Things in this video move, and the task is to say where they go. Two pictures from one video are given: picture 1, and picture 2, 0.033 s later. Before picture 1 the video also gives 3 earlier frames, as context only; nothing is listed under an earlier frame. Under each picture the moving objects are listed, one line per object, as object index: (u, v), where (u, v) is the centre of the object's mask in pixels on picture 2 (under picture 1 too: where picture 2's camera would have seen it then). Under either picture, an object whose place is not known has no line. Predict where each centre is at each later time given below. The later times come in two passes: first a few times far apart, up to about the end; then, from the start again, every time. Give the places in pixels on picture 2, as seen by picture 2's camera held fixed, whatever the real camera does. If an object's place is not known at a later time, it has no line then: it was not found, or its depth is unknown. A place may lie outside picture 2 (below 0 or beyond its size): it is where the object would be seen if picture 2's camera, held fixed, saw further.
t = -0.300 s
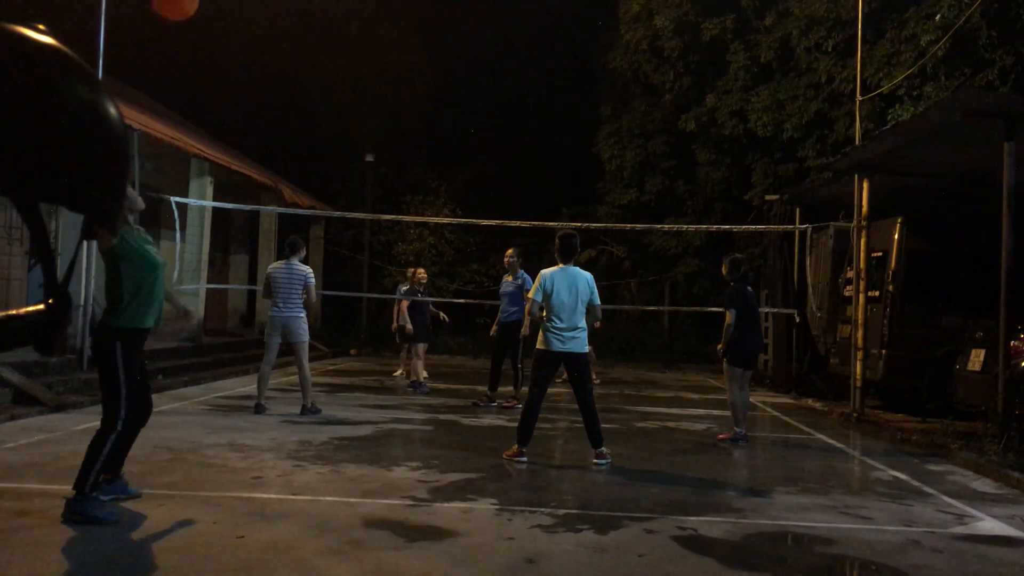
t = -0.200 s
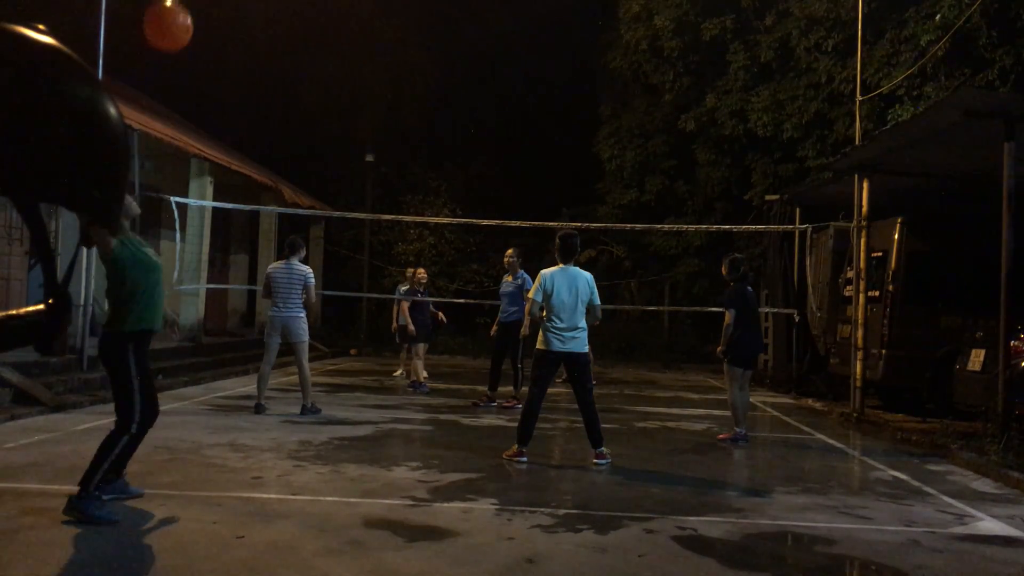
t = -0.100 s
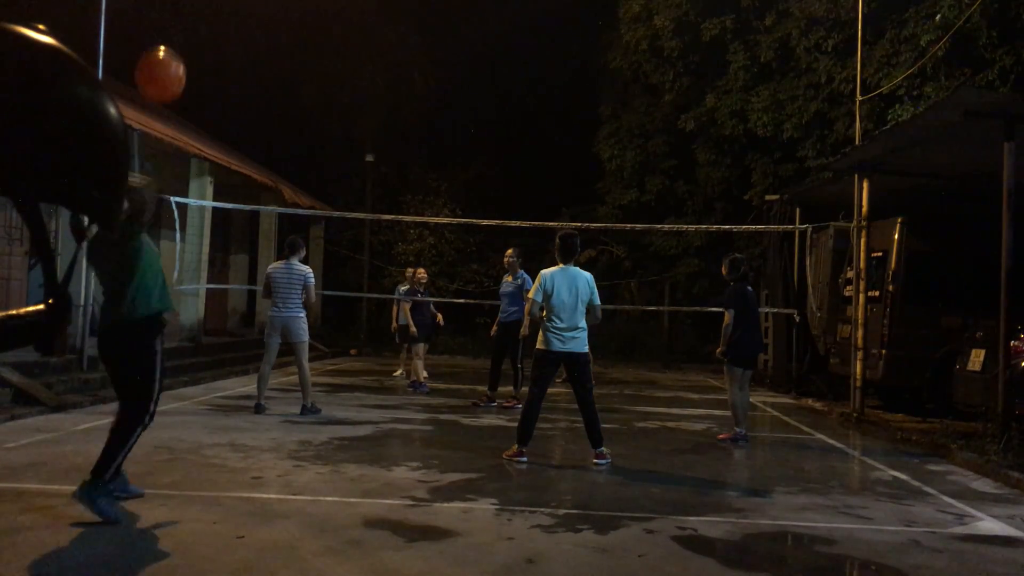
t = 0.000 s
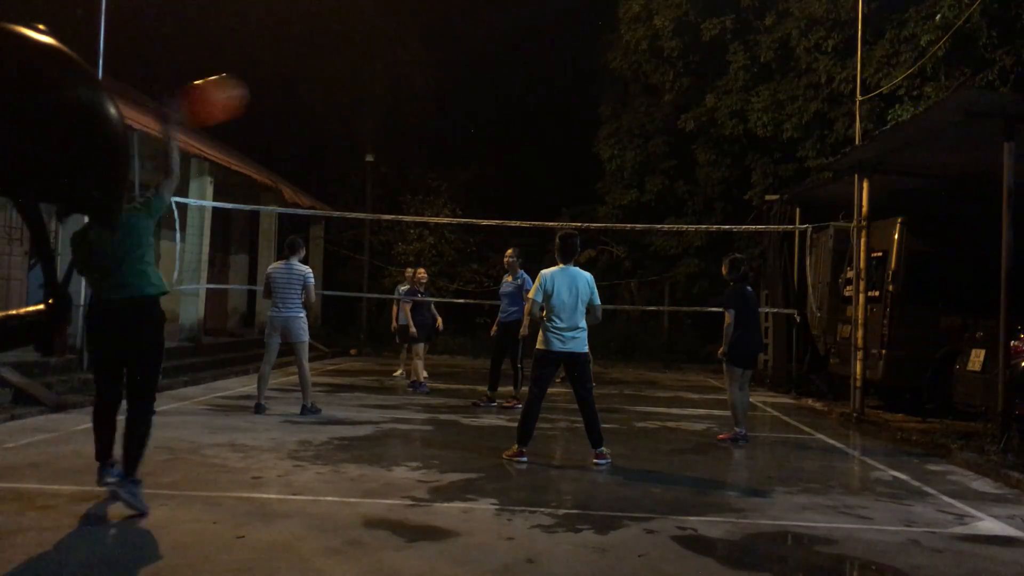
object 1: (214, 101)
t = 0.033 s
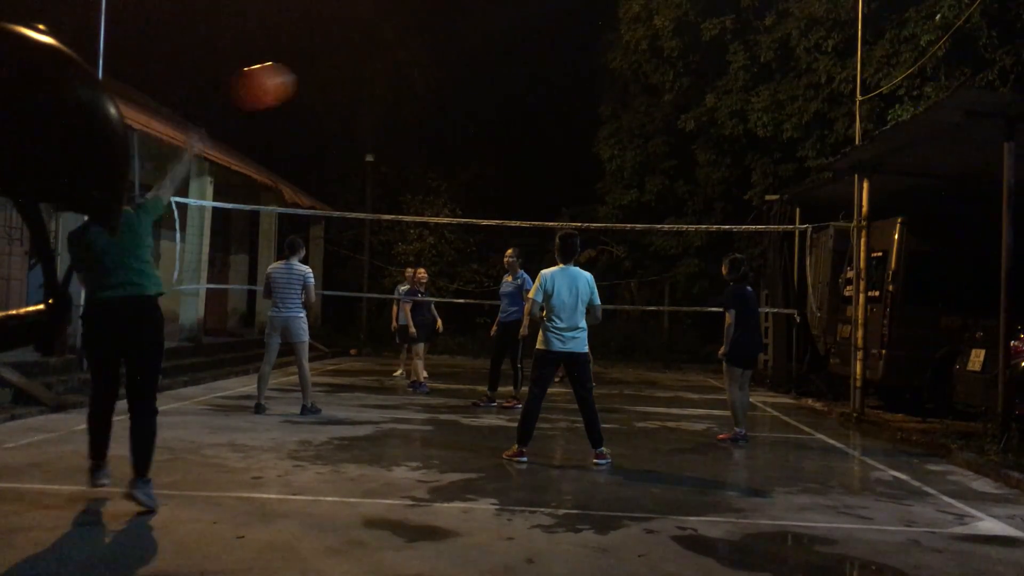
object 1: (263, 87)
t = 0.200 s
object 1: (439, 50)
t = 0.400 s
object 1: (568, 68)
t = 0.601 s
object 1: (649, 119)
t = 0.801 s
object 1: (709, 184)
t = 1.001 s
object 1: (753, 260)
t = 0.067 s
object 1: (306, 75)
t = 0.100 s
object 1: (344, 66)
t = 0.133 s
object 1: (379, 58)
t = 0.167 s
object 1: (411, 54)
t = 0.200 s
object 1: (439, 50)
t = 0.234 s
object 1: (466, 49)
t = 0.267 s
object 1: (490, 50)
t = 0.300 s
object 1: (512, 53)
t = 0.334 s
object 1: (532, 57)
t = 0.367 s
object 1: (551, 62)
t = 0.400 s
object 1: (568, 68)
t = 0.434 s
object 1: (584, 76)
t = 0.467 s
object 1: (598, 84)
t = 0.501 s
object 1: (611, 92)
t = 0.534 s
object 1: (625, 101)
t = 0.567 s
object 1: (637, 110)
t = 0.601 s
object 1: (649, 119)
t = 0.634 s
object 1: (660, 130)
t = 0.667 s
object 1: (671, 140)
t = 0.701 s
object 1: (681, 151)
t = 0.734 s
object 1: (691, 162)
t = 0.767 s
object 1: (699, 173)
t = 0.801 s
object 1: (709, 184)
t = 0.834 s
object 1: (717, 196)
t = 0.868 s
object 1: (724, 208)
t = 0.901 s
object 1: (732, 218)
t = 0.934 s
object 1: (740, 234)
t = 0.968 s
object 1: (747, 246)
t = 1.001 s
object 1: (753, 260)
